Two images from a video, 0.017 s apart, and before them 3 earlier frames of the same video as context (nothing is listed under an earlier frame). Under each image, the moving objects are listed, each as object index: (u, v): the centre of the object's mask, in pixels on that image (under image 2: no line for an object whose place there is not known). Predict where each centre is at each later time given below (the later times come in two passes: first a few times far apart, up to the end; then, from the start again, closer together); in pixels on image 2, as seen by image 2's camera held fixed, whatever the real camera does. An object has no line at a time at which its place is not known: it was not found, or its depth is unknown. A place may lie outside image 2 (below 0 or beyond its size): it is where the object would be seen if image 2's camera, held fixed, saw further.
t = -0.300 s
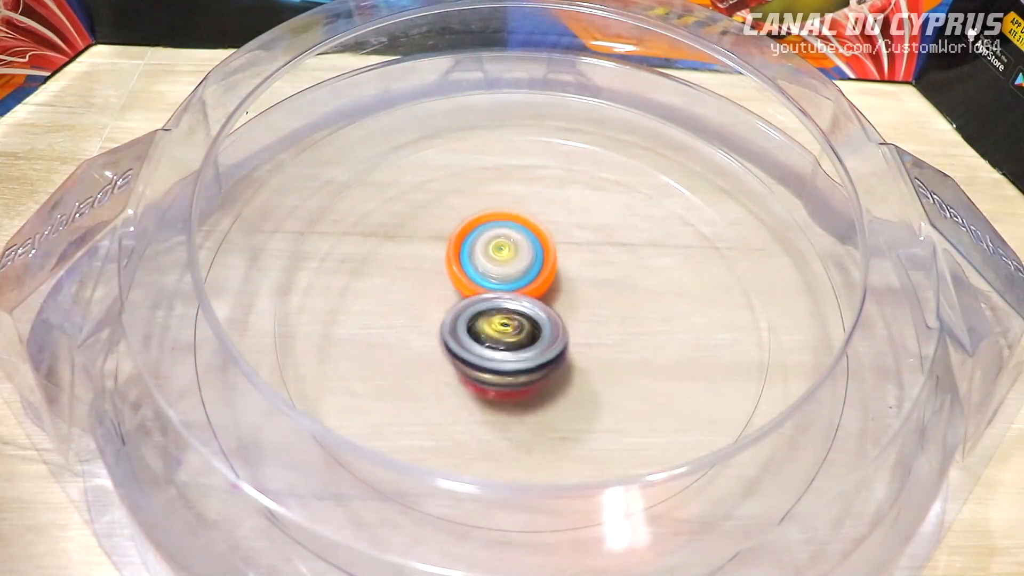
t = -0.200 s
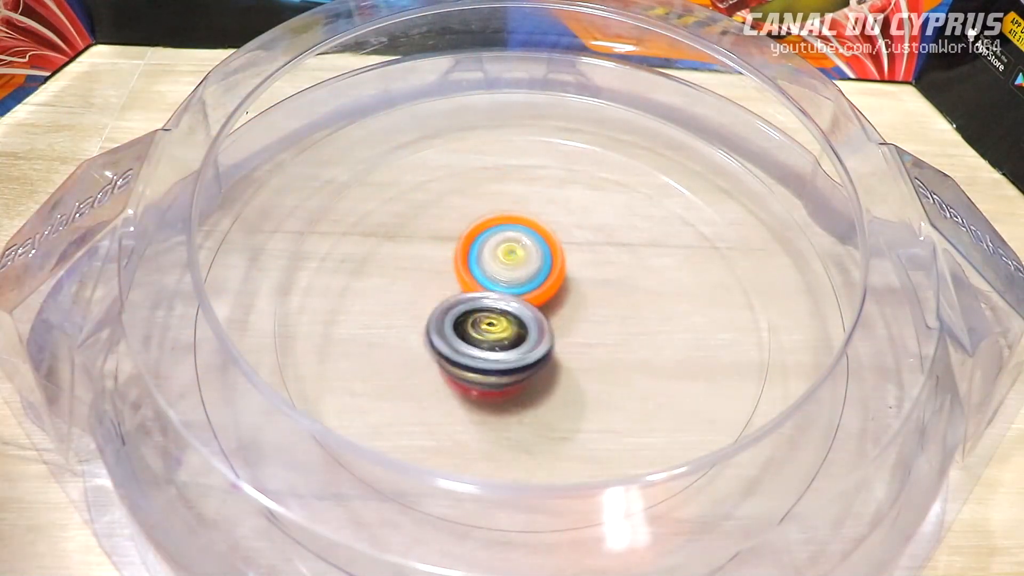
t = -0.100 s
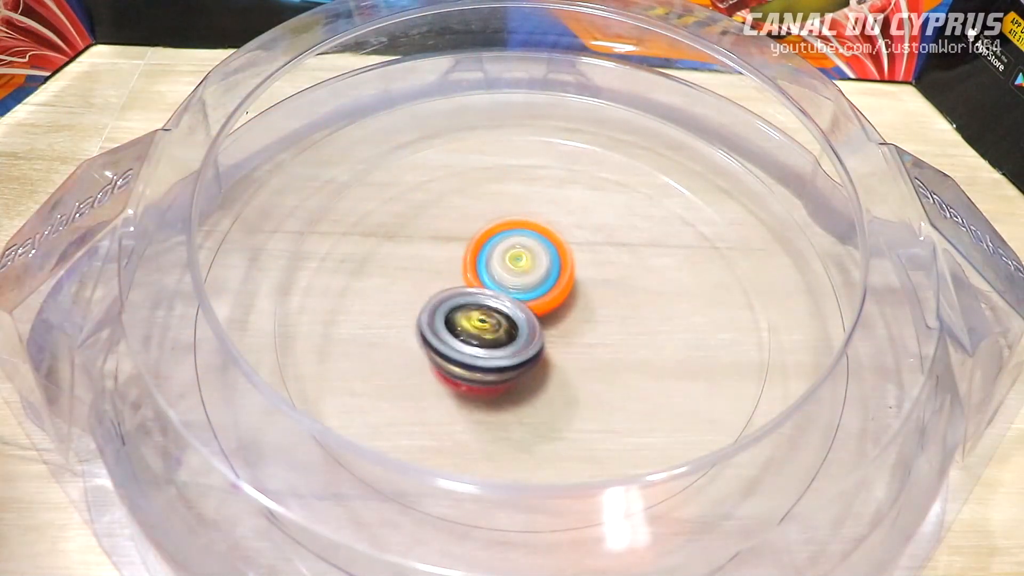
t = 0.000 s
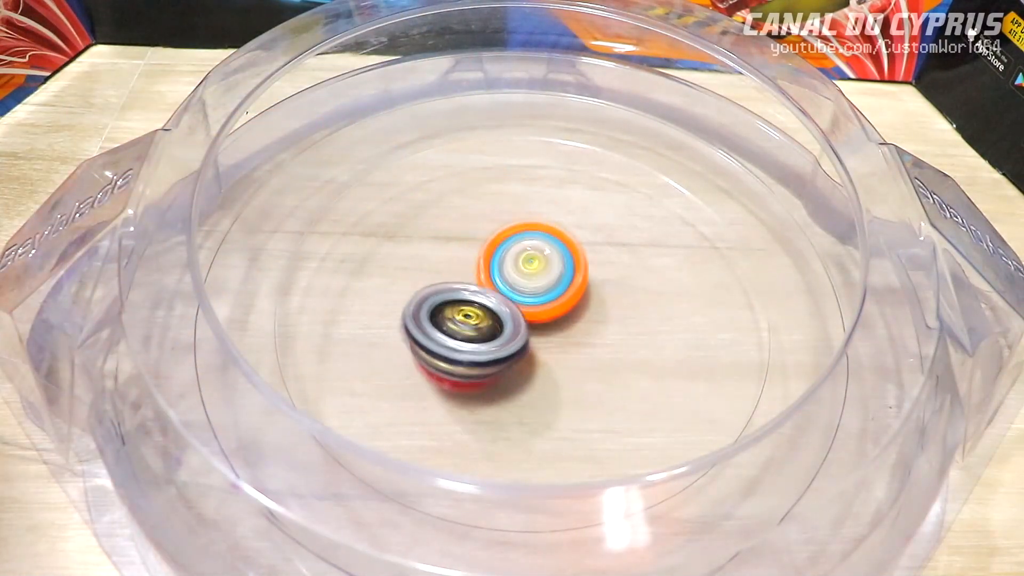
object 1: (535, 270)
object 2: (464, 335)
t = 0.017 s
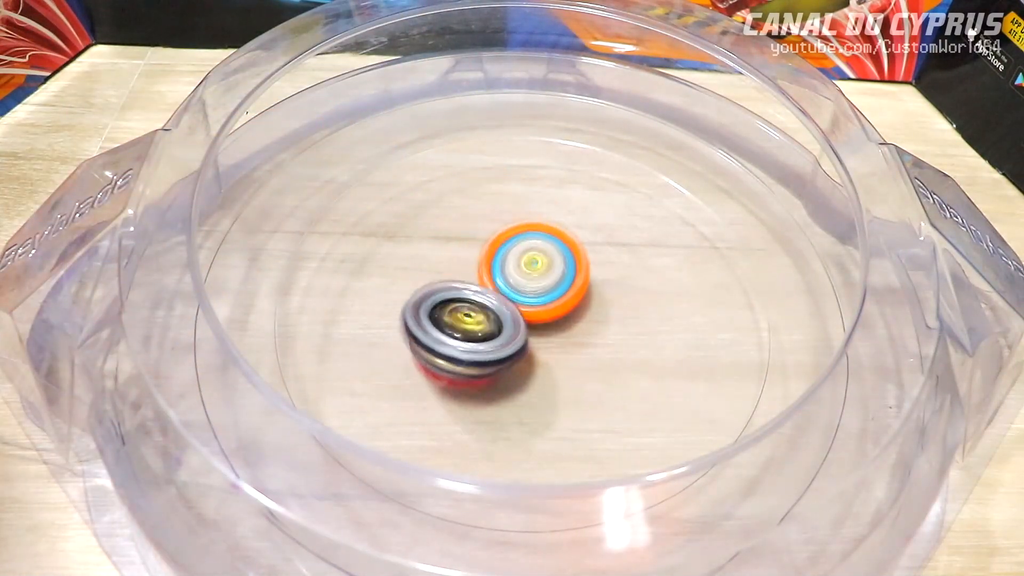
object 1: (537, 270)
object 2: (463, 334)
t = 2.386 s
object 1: (581, 209)
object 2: (488, 267)
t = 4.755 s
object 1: (514, 228)
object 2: (587, 288)
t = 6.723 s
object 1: (516, 355)
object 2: (521, 266)
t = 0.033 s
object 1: (538, 272)
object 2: (462, 332)
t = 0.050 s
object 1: (540, 273)
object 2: (461, 329)
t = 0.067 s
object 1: (541, 274)
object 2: (461, 328)
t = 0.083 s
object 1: (543, 275)
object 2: (461, 327)
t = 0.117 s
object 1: (547, 277)
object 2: (460, 324)
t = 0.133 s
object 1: (548, 278)
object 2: (459, 322)
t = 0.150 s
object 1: (551, 280)
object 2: (457, 321)
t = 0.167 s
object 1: (552, 281)
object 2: (455, 319)
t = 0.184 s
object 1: (554, 283)
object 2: (453, 317)
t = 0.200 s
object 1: (555, 284)
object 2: (452, 314)
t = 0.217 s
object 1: (557, 286)
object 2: (450, 313)
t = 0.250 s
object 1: (559, 289)
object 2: (449, 308)
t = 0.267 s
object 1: (560, 290)
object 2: (449, 306)
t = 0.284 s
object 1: (562, 292)
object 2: (450, 305)
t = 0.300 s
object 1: (563, 293)
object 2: (449, 303)
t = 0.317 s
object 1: (564, 295)
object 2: (448, 300)
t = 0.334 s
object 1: (565, 296)
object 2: (450, 300)
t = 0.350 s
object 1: (566, 298)
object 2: (451, 297)
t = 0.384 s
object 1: (569, 300)
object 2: (452, 291)
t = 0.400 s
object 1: (570, 302)
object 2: (451, 288)
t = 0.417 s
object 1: (570, 304)
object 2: (453, 286)
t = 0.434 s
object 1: (571, 305)
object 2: (455, 283)
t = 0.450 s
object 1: (571, 306)
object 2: (457, 280)
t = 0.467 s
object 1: (573, 307)
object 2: (460, 278)
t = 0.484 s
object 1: (573, 309)
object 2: (461, 273)
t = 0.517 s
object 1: (574, 312)
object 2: (466, 266)
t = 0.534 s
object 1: (574, 314)
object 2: (467, 261)
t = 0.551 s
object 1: (573, 315)
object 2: (469, 258)
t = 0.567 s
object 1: (572, 317)
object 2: (471, 253)
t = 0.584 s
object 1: (571, 318)
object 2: (472, 249)
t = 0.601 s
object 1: (571, 319)
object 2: (475, 246)
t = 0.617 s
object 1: (569, 320)
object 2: (478, 242)
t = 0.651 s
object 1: (567, 323)
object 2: (482, 235)
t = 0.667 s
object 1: (567, 324)
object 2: (487, 232)
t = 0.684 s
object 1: (565, 325)
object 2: (489, 229)
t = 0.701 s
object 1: (565, 327)
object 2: (493, 228)
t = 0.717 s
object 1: (563, 328)
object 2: (497, 227)
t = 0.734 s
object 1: (563, 329)
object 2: (500, 224)
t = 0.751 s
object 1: (561, 330)
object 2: (505, 225)
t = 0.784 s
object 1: (558, 332)
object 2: (513, 222)
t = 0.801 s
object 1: (557, 333)
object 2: (518, 224)
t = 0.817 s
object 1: (555, 334)
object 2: (522, 226)
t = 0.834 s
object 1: (554, 335)
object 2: (525, 224)
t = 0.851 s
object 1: (552, 336)
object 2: (531, 225)
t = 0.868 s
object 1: (551, 337)
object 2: (535, 228)
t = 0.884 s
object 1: (548, 337)
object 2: (538, 228)
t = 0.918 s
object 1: (545, 339)
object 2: (546, 232)
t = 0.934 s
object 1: (544, 340)
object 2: (549, 233)
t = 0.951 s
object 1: (541, 341)
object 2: (554, 234)
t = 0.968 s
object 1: (539, 342)
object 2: (558, 237)
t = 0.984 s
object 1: (537, 343)
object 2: (560, 237)
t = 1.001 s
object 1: (536, 344)
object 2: (565, 239)
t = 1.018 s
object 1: (533, 344)
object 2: (569, 243)
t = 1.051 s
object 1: (528, 346)
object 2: (578, 245)
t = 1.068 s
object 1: (526, 346)
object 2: (582, 249)
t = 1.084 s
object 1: (523, 347)
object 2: (584, 250)
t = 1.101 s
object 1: (522, 346)
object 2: (589, 253)
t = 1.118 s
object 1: (519, 347)
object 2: (592, 256)
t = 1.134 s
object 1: (517, 346)
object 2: (594, 260)
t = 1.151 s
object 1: (515, 346)
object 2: (598, 261)
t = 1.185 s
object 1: (510, 345)
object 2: (601, 269)
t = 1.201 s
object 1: (508, 344)
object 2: (604, 270)
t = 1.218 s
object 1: (505, 344)
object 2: (607, 276)
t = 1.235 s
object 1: (503, 343)
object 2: (606, 279)
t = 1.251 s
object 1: (501, 343)
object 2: (607, 281)
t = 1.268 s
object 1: (499, 342)
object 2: (609, 287)
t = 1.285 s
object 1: (497, 341)
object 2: (607, 290)
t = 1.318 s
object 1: (490, 339)
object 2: (612, 297)
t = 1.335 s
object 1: (487, 337)
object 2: (613, 301)
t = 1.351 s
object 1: (485, 337)
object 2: (612, 305)
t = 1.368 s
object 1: (483, 335)
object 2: (613, 310)
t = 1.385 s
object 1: (482, 334)
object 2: (612, 314)
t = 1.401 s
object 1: (480, 333)
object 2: (609, 318)
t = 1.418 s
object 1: (480, 332)
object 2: (607, 321)
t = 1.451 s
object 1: (477, 329)
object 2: (601, 329)
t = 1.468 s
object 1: (475, 328)
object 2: (597, 331)
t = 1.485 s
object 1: (474, 326)
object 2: (595, 334)
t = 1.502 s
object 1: (472, 324)
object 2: (592, 337)
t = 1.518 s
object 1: (470, 321)
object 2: (588, 340)
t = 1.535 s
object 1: (468, 319)
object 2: (586, 343)
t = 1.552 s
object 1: (466, 317)
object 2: (581, 345)
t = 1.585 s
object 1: (460, 309)
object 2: (578, 353)
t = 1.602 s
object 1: (457, 305)
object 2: (578, 357)
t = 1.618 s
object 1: (455, 300)
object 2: (577, 361)
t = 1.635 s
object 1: (454, 297)
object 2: (574, 363)
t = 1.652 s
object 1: (454, 294)
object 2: (573, 366)
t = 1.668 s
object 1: (453, 292)
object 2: (570, 366)
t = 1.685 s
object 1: (453, 290)
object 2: (565, 370)
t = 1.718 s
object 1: (452, 286)
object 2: (559, 371)
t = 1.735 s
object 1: (452, 284)
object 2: (554, 369)
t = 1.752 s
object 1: (453, 283)
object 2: (549, 370)
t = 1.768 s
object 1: (453, 282)
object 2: (544, 368)
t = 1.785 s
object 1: (454, 281)
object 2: (538, 366)
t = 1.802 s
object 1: (455, 280)
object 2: (533, 367)
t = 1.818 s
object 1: (456, 278)
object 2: (528, 364)
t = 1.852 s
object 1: (457, 275)
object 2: (518, 359)
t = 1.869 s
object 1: (458, 273)
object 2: (512, 357)
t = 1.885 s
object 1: (459, 271)
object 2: (507, 354)
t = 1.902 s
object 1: (460, 269)
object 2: (503, 351)
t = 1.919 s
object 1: (461, 265)
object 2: (498, 348)
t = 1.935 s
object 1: (464, 263)
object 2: (493, 348)
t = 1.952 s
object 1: (469, 262)
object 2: (491, 351)
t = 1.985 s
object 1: (475, 256)
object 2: (484, 350)
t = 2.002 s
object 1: (479, 255)
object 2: (482, 349)
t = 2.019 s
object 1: (484, 254)
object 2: (483, 348)
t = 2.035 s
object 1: (488, 253)
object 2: (482, 345)
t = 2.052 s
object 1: (493, 251)
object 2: (480, 342)
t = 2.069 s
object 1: (497, 250)
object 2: (480, 339)
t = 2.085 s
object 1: (502, 247)
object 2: (481, 336)
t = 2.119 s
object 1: (512, 246)
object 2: (479, 329)
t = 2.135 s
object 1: (518, 245)
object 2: (480, 325)
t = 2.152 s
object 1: (524, 243)
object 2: (480, 321)
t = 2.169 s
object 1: (530, 241)
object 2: (478, 317)
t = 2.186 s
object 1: (535, 241)
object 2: (477, 313)
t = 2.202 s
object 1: (540, 239)
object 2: (477, 309)
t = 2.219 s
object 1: (547, 236)
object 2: (476, 305)
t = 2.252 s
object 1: (557, 229)
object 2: (475, 298)
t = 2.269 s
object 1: (562, 226)
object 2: (478, 293)
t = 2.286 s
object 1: (566, 223)
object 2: (478, 289)
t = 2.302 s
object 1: (570, 220)
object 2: (477, 285)
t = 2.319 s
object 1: (573, 217)
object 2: (479, 281)
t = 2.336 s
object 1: (575, 214)
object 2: (482, 278)
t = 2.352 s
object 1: (578, 212)
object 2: (484, 276)
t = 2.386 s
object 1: (581, 209)
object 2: (488, 267)
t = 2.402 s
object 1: (581, 207)
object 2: (492, 264)
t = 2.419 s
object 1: (580, 206)
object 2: (495, 262)
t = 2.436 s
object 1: (581, 206)
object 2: (497, 258)
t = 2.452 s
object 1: (582, 206)
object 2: (499, 256)
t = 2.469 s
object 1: (587, 203)
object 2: (491, 257)
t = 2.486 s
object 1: (596, 200)
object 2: (485, 259)
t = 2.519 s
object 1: (608, 198)
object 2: (475, 263)
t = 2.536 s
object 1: (612, 198)
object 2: (471, 265)
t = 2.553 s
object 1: (616, 198)
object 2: (469, 265)
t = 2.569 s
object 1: (618, 199)
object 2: (468, 268)
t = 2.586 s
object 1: (619, 199)
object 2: (468, 267)
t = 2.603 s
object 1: (620, 201)
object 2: (467, 267)
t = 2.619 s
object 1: (620, 202)
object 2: (469, 269)
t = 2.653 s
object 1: (619, 206)
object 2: (469, 272)
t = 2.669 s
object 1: (618, 209)
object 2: (469, 275)
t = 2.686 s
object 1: (618, 211)
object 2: (470, 276)
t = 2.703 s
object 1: (616, 214)
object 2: (469, 279)
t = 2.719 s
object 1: (614, 218)
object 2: (468, 279)
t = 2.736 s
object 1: (612, 222)
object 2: (468, 281)
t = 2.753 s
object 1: (610, 225)
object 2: (468, 283)
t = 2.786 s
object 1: (604, 234)
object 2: (470, 286)
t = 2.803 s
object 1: (601, 239)
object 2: (472, 289)
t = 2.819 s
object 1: (599, 242)
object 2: (471, 291)
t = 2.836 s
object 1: (595, 249)
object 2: (472, 292)
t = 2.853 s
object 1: (590, 255)
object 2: (473, 296)
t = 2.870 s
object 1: (588, 259)
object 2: (474, 299)
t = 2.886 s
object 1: (584, 266)
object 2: (476, 301)
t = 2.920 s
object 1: (579, 279)
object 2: (478, 305)
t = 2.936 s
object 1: (577, 285)
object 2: (478, 307)
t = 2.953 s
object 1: (576, 292)
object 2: (475, 309)
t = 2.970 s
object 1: (581, 303)
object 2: (465, 311)
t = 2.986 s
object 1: (591, 310)
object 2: (454, 312)
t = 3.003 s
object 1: (599, 318)
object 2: (444, 316)
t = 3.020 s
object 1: (609, 327)
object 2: (438, 319)
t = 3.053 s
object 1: (627, 341)
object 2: (433, 322)
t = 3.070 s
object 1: (637, 348)
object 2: (433, 323)
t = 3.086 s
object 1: (645, 353)
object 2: (431, 326)
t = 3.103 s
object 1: (653, 361)
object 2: (431, 328)
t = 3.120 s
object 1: (663, 367)
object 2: (430, 329)
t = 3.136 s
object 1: (670, 371)
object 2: (432, 330)
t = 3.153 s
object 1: (678, 378)
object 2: (433, 331)
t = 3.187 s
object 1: (690, 384)
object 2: (435, 333)
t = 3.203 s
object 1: (695, 389)
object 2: (436, 333)
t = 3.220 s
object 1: (698, 389)
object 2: (438, 335)
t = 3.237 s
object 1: (700, 392)
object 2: (441, 335)
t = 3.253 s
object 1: (701, 392)
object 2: (443, 335)
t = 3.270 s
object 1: (701, 392)
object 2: (445, 336)
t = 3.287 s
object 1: (700, 393)
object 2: (448, 335)
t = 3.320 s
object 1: (696, 391)
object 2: (454, 337)
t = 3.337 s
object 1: (695, 390)
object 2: (458, 336)
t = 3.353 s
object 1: (691, 388)
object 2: (463, 335)
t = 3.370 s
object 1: (686, 387)
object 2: (468, 332)
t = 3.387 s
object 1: (683, 384)
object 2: (476, 332)
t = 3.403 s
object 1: (677, 383)
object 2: (482, 331)
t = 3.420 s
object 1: (671, 380)
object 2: (488, 329)
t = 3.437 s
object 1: (666, 378)
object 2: (495, 328)
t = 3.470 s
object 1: (653, 373)
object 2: (510, 323)
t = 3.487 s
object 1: (644, 370)
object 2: (518, 322)
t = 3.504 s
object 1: (639, 369)
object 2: (524, 319)
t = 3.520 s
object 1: (632, 367)
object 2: (527, 314)
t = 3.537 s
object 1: (628, 369)
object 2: (528, 306)
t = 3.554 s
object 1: (624, 371)
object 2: (527, 296)
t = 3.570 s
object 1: (617, 374)
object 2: (527, 288)
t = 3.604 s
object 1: (597, 377)
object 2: (524, 267)
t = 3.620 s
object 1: (586, 378)
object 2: (524, 258)
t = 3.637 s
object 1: (574, 378)
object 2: (527, 251)
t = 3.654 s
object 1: (561, 378)
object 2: (529, 248)
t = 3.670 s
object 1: (551, 378)
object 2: (532, 243)
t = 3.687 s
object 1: (536, 377)
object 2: (534, 240)
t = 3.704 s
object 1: (527, 376)
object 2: (534, 237)
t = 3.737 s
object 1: (501, 372)
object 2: (537, 234)
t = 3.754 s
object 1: (488, 369)
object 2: (538, 233)
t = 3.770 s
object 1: (477, 367)
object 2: (540, 230)
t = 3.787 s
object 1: (465, 364)
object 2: (542, 229)
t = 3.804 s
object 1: (454, 361)
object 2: (545, 228)
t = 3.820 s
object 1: (444, 358)
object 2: (547, 227)
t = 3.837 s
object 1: (435, 356)
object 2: (552, 227)
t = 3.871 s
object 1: (417, 351)
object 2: (555, 233)
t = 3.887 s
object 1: (410, 348)
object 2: (556, 235)
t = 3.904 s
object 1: (402, 346)
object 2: (556, 238)
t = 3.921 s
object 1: (396, 344)
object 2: (557, 239)
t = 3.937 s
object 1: (389, 342)
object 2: (557, 243)
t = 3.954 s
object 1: (384, 340)
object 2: (559, 247)
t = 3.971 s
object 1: (379, 339)
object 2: (558, 252)
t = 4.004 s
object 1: (370, 336)
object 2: (557, 260)
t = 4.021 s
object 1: (368, 334)
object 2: (556, 266)
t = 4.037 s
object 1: (364, 333)
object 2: (555, 272)
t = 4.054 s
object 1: (363, 331)
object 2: (552, 279)
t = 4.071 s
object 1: (362, 331)
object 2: (550, 281)
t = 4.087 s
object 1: (364, 331)
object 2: (546, 286)
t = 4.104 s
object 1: (365, 331)
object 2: (544, 289)
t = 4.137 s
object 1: (370, 331)
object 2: (536, 295)
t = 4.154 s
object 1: (372, 329)
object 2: (531, 299)
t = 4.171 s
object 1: (376, 331)
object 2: (527, 301)
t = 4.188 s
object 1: (379, 329)
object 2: (521, 303)
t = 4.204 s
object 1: (385, 330)
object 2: (518, 306)
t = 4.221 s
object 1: (389, 327)
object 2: (512, 308)
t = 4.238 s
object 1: (393, 329)
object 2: (510, 310)
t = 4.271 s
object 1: (399, 328)
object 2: (509, 311)
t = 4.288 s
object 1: (400, 326)
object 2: (510, 310)
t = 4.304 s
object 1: (402, 322)
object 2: (514, 313)
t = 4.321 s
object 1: (396, 315)
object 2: (526, 315)
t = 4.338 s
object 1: (392, 308)
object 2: (538, 321)
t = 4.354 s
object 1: (390, 301)
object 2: (549, 323)
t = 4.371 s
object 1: (390, 296)
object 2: (559, 323)
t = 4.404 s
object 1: (394, 285)
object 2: (574, 320)
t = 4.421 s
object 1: (398, 280)
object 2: (578, 319)
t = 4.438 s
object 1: (401, 277)
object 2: (582, 317)
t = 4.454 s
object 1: (405, 271)
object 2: (585, 316)
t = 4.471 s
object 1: (411, 267)
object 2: (588, 314)
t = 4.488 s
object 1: (415, 264)
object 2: (590, 312)
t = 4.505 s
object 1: (420, 259)
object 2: (592, 309)
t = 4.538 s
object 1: (431, 253)
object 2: (594, 303)
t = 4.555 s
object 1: (439, 249)
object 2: (595, 300)
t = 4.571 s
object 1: (445, 248)
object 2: (595, 298)
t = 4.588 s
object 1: (450, 244)
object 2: (596, 297)
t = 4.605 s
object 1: (459, 242)
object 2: (596, 296)
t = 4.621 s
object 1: (465, 240)
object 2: (597, 296)
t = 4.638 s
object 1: (471, 238)
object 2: (597, 293)
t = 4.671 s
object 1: (485, 235)
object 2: (596, 293)
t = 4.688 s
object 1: (491, 234)
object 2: (595, 293)
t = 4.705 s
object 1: (498, 233)
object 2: (594, 292)
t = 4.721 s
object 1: (503, 231)
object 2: (591, 291)
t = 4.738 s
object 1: (508, 230)
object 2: (590, 290)
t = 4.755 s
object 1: (514, 228)
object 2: (587, 288)
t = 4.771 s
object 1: (519, 226)
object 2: (585, 288)
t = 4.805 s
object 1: (530, 221)
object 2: (582, 287)
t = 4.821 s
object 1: (537, 219)
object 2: (581, 288)
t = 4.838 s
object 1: (545, 216)
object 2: (579, 292)
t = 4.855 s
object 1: (554, 212)
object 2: (576, 302)
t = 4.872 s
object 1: (560, 208)
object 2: (571, 309)
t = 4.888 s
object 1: (566, 202)
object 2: (566, 316)
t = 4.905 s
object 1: (573, 196)
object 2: (561, 323)
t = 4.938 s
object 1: (582, 191)
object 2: (548, 334)
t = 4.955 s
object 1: (586, 189)
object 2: (541, 338)
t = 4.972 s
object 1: (589, 187)
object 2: (535, 341)
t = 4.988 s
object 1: (593, 187)
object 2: (529, 341)
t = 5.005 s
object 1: (596, 187)
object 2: (522, 341)
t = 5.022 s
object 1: (598, 186)
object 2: (519, 342)
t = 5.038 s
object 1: (600, 187)
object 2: (513, 342)
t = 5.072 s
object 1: (604, 191)
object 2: (504, 335)
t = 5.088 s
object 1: (605, 193)
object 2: (499, 334)
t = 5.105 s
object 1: (605, 195)
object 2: (495, 333)
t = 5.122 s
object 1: (606, 198)
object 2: (492, 333)
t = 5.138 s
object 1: (606, 203)
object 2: (488, 329)
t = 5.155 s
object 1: (605, 207)
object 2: (486, 324)
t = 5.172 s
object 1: (605, 210)
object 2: (484, 321)
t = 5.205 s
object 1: (605, 222)
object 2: (483, 313)
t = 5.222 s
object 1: (603, 228)
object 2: (482, 309)
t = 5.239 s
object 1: (602, 232)
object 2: (483, 308)
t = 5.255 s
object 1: (602, 238)
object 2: (483, 304)
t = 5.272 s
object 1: (601, 246)
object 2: (484, 301)
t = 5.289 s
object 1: (598, 253)
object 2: (486, 298)
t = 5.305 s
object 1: (598, 259)
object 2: (489, 294)
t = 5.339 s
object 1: (595, 275)
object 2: (494, 290)
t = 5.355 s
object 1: (593, 283)
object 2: (493, 289)
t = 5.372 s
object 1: (595, 290)
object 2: (493, 284)
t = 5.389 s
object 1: (596, 302)
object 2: (489, 281)
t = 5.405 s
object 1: (598, 311)
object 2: (485, 278)
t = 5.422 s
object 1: (601, 322)
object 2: (483, 279)
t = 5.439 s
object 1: (603, 332)
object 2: (481, 279)
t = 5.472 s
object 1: (609, 348)
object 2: (474, 276)
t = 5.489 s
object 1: (610, 356)
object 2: (471, 273)
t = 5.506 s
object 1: (611, 362)
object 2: (469, 270)
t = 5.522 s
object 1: (611, 367)
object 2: (471, 267)
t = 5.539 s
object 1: (611, 370)
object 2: (474, 266)
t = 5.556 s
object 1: (612, 373)
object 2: (476, 267)
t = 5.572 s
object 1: (612, 374)
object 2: (479, 268)
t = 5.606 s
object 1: (611, 375)
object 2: (484, 272)
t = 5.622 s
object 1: (609, 374)
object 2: (488, 275)
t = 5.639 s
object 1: (609, 373)
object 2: (491, 277)
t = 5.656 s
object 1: (608, 371)
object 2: (495, 277)
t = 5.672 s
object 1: (607, 368)
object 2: (499, 277)
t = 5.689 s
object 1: (607, 366)
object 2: (503, 277)
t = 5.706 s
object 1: (607, 365)
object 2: (508, 278)
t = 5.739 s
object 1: (601, 362)
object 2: (517, 282)
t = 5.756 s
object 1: (598, 359)
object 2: (519, 282)
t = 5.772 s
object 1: (595, 357)
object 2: (521, 281)
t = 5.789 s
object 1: (592, 355)
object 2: (522, 281)
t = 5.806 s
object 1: (589, 353)
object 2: (522, 281)
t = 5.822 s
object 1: (586, 352)
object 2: (521, 280)
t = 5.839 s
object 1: (583, 355)
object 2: (520, 278)
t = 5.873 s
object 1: (574, 359)
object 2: (522, 274)
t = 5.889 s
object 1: (568, 361)
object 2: (521, 272)
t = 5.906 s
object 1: (562, 361)
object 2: (520, 271)
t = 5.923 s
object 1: (556, 361)
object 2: (519, 270)
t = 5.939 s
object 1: (550, 361)
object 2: (520, 269)
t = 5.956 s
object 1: (546, 362)
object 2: (521, 267)
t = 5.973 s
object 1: (544, 362)
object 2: (522, 266)
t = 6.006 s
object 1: (539, 361)
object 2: (520, 267)
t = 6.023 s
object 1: (537, 360)
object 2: (519, 267)
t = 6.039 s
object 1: (535, 359)
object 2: (518, 267)
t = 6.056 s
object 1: (534, 358)
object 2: (519, 267)
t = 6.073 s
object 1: (532, 358)
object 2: (520, 266)
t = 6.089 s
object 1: (530, 358)
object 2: (520, 266)
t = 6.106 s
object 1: (529, 358)
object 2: (521, 266)
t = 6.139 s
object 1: (527, 357)
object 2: (521, 266)
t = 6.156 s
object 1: (526, 357)
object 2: (521, 266)
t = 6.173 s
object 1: (525, 357)
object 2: (521, 266)
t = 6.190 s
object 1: (525, 357)
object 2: (521, 266)
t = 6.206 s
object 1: (524, 357)
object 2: (521, 266)
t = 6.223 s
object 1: (523, 356)
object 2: (521, 266)
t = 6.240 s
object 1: (522, 356)
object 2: (521, 266)
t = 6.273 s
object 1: (520, 356)
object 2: (520, 266)
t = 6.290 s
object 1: (519, 356)
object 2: (520, 266)
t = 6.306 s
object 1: (519, 356)
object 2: (520, 265)
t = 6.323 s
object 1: (518, 356)
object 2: (520, 266)
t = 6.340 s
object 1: (517, 356)
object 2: (520, 266)
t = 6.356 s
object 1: (516, 356)
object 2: (520, 265)
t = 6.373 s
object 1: (516, 356)
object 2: (520, 266)
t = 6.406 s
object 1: (515, 356)
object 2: (521, 265)
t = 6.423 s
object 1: (515, 356)
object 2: (521, 266)
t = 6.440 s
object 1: (515, 356)
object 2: (521, 266)
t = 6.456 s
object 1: (516, 356)
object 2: (521, 266)
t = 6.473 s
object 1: (516, 356)
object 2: (521, 266)
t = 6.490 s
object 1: (516, 355)
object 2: (521, 266)
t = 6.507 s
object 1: (516, 355)
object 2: (521, 266)
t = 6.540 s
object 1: (516, 355)
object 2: (520, 266)
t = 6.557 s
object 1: (516, 356)
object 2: (521, 266)
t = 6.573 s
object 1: (516, 355)
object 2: (521, 266)
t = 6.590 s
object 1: (516, 355)
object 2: (521, 266)
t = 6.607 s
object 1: (516, 355)
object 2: (521, 266)
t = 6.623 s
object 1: (516, 355)
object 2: (521, 266)
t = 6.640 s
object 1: (516, 355)
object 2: (521, 266)
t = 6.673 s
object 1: (516, 355)
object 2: (521, 266)
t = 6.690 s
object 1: (516, 355)
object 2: (521, 266)
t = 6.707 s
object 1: (516, 355)
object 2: (521, 266)
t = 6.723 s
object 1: (516, 355)
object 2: (521, 266)
